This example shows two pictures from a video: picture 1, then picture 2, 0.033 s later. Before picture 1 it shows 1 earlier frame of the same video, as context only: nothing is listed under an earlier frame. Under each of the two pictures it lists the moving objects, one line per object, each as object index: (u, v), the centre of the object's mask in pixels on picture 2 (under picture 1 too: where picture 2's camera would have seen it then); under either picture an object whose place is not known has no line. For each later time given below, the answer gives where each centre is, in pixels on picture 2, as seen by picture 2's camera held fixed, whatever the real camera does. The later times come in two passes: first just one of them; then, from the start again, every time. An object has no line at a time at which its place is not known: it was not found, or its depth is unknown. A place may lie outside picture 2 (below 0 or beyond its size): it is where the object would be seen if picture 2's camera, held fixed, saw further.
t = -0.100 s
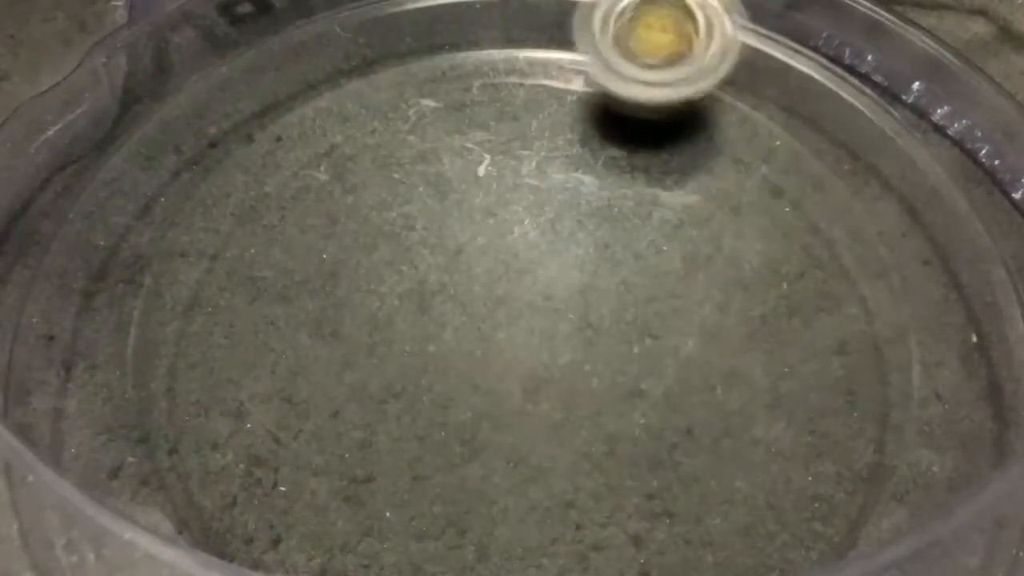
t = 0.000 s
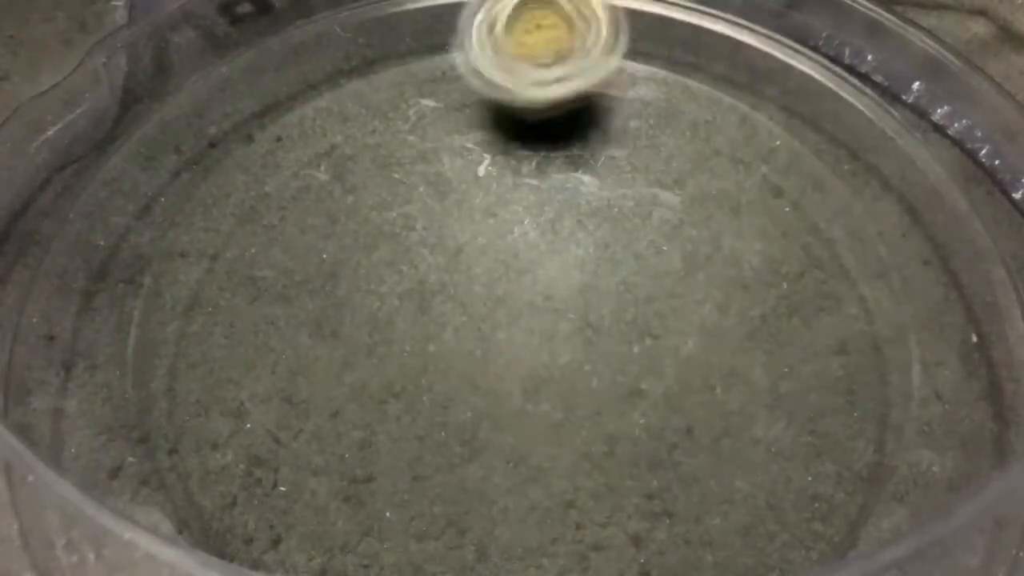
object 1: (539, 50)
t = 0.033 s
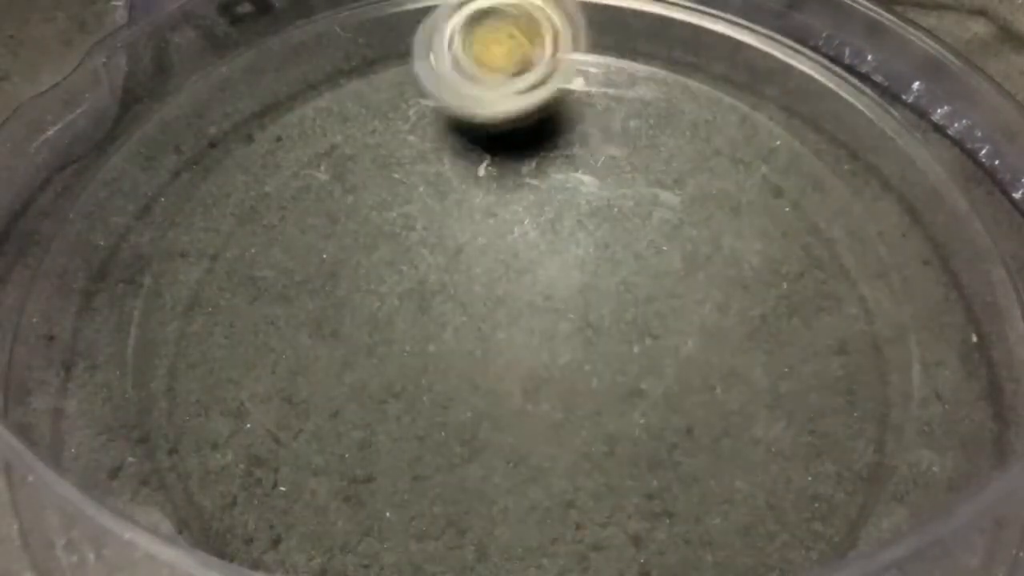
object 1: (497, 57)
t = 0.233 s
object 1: (347, 291)
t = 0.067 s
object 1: (459, 72)
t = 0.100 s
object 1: (427, 98)
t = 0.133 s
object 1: (396, 135)
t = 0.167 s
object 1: (370, 180)
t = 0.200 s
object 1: (354, 234)
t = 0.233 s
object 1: (347, 291)
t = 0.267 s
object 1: (356, 357)
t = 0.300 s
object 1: (388, 423)
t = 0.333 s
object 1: (442, 476)
